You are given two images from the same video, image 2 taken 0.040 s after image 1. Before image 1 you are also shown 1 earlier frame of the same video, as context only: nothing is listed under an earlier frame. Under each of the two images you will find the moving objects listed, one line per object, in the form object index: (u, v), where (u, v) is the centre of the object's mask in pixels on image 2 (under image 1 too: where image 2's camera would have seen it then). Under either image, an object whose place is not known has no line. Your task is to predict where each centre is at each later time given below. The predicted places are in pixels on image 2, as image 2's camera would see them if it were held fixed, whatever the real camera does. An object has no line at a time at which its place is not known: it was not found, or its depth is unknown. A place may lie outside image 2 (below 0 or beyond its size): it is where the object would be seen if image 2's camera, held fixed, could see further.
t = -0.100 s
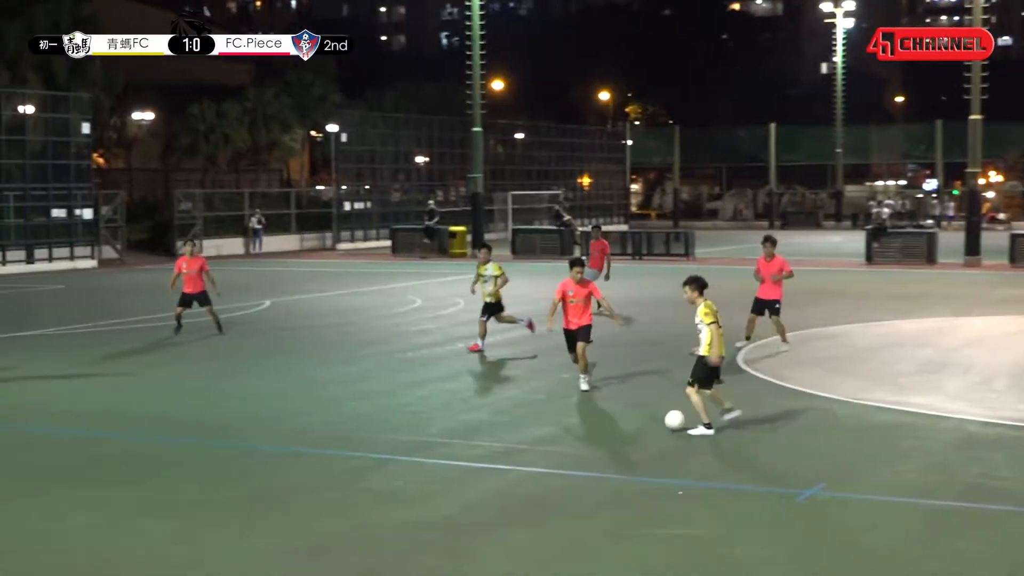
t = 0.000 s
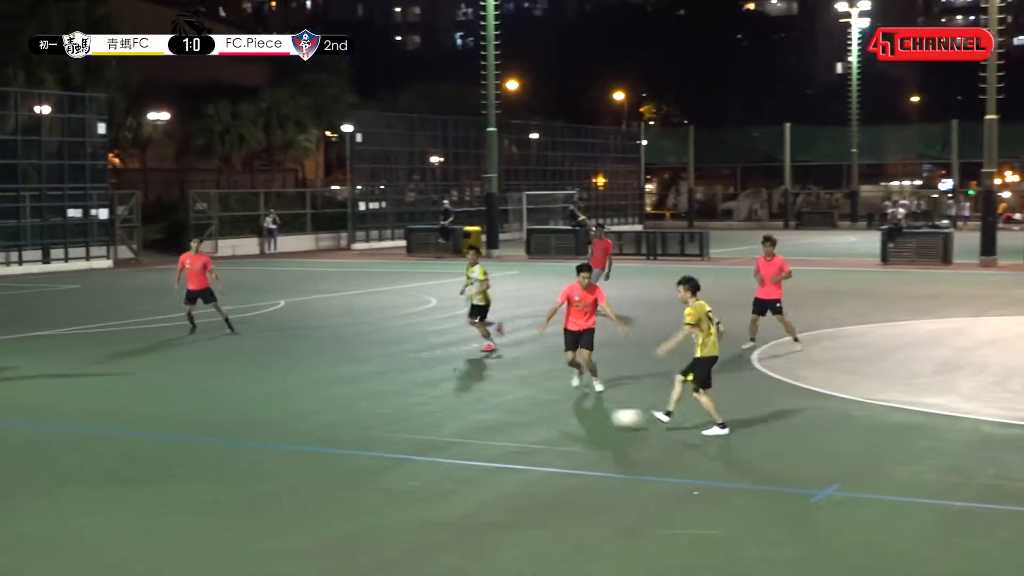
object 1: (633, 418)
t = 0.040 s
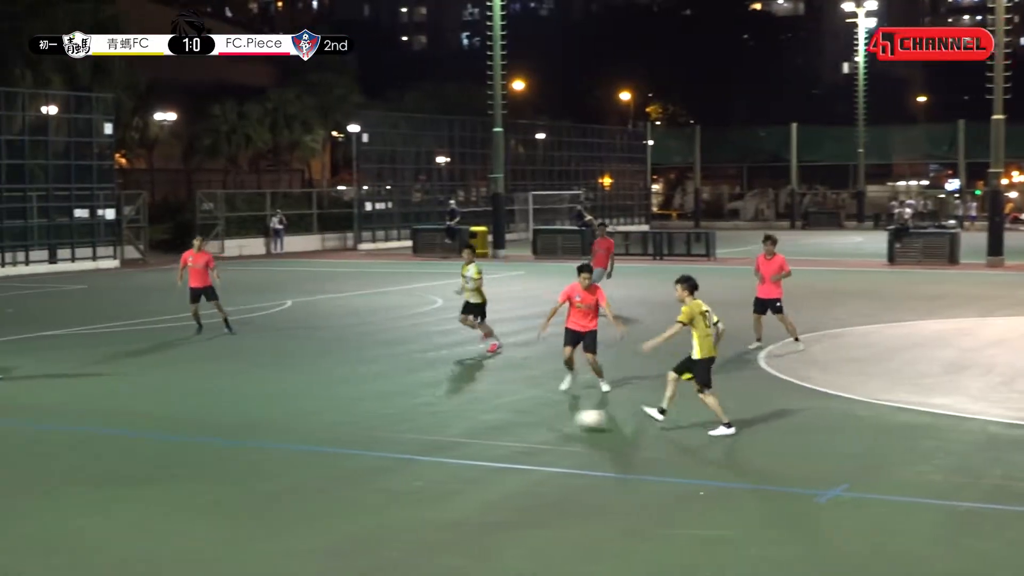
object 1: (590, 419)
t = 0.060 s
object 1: (567, 419)
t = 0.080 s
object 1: (547, 421)
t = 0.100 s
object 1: (524, 422)
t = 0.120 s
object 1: (504, 423)
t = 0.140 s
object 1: (484, 422)
